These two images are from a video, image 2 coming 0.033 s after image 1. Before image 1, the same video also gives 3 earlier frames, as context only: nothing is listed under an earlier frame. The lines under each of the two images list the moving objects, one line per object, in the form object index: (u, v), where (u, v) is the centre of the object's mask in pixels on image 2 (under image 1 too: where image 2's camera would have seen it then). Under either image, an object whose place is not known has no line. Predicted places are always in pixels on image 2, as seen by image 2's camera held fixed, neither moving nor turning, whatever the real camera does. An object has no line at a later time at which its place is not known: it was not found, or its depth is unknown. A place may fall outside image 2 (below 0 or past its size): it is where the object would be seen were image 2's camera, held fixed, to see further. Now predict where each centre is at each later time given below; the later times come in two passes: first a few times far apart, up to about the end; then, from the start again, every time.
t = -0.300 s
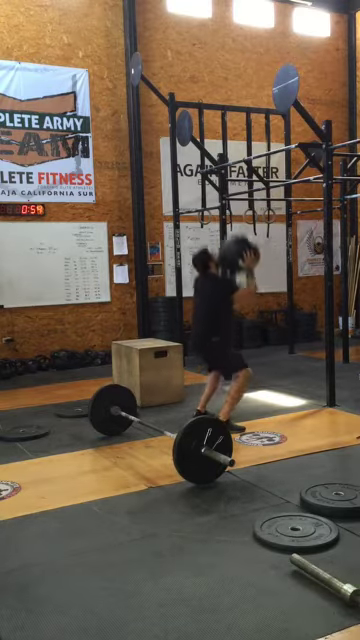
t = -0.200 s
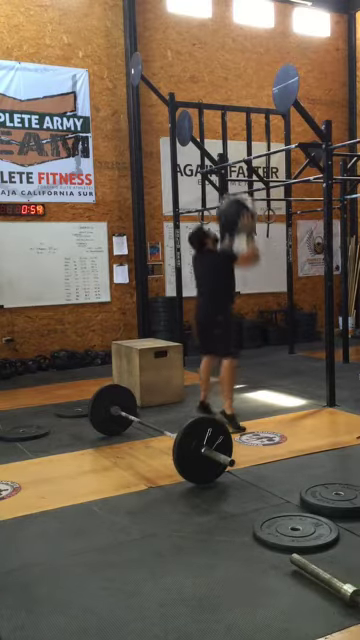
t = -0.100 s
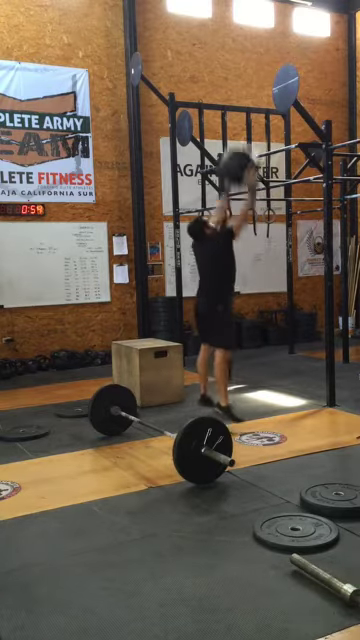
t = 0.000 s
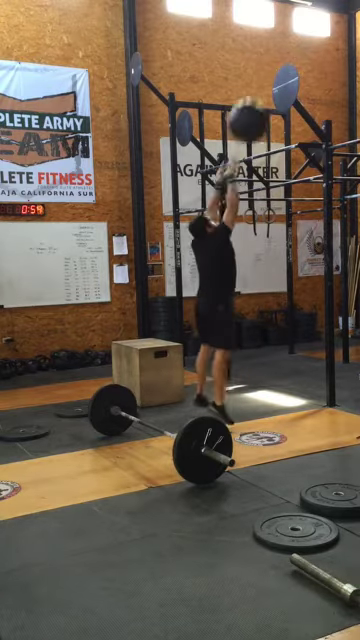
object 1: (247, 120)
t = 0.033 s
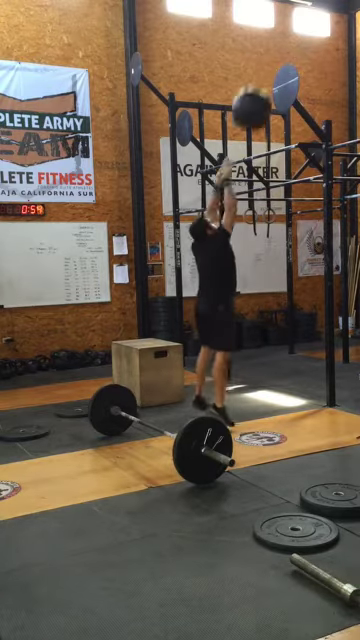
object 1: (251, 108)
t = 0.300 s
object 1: (273, 58)
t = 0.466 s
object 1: (269, 61)
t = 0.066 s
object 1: (254, 98)
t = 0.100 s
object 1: (257, 88)
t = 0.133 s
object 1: (260, 80)
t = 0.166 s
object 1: (263, 73)
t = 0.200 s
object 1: (267, 67)
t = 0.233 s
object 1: (269, 63)
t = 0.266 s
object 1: (272, 60)
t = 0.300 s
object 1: (273, 58)
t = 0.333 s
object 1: (273, 57)
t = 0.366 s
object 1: (272, 56)
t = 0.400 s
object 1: (271, 56)
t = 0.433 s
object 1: (270, 58)
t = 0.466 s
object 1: (269, 61)
